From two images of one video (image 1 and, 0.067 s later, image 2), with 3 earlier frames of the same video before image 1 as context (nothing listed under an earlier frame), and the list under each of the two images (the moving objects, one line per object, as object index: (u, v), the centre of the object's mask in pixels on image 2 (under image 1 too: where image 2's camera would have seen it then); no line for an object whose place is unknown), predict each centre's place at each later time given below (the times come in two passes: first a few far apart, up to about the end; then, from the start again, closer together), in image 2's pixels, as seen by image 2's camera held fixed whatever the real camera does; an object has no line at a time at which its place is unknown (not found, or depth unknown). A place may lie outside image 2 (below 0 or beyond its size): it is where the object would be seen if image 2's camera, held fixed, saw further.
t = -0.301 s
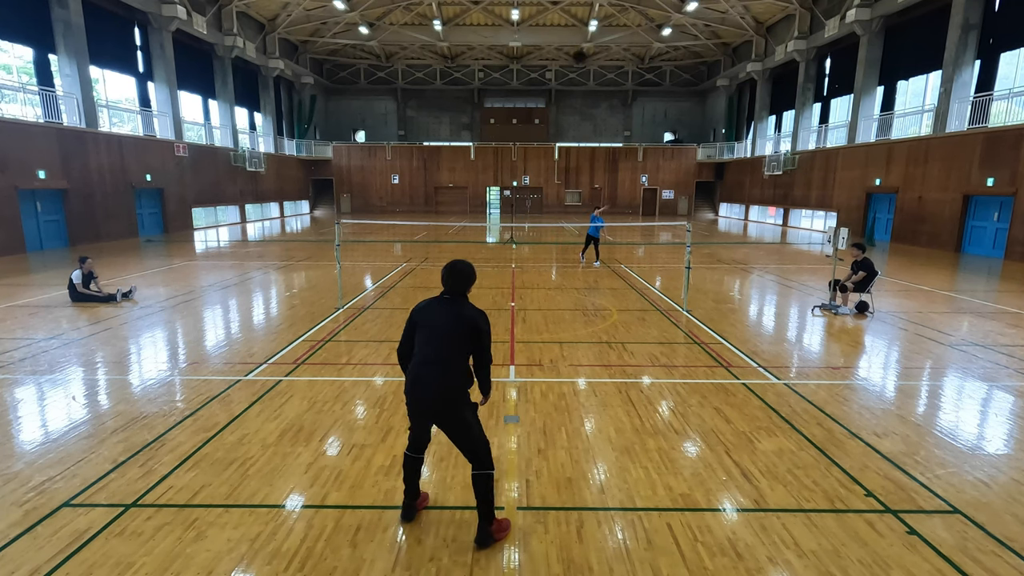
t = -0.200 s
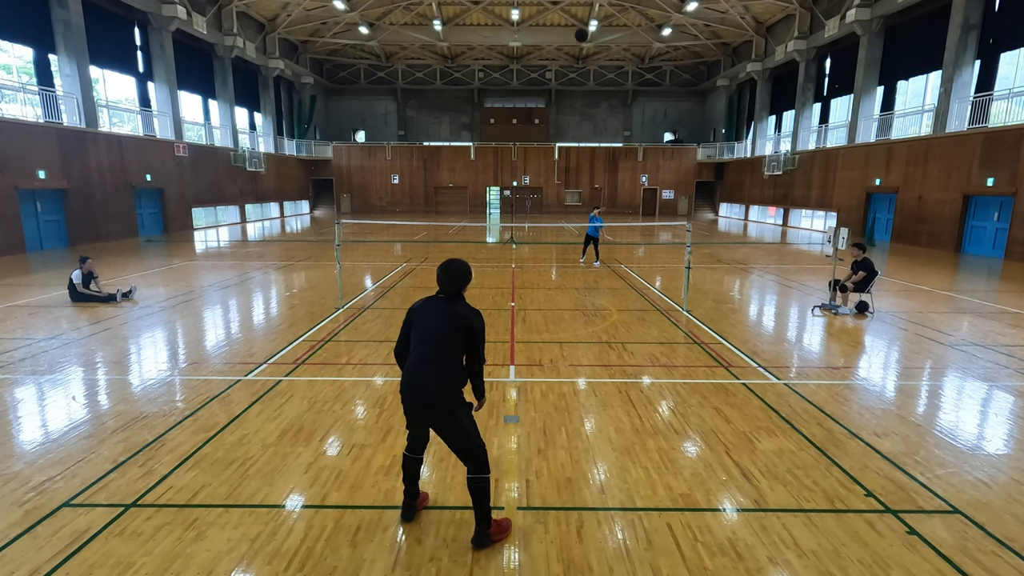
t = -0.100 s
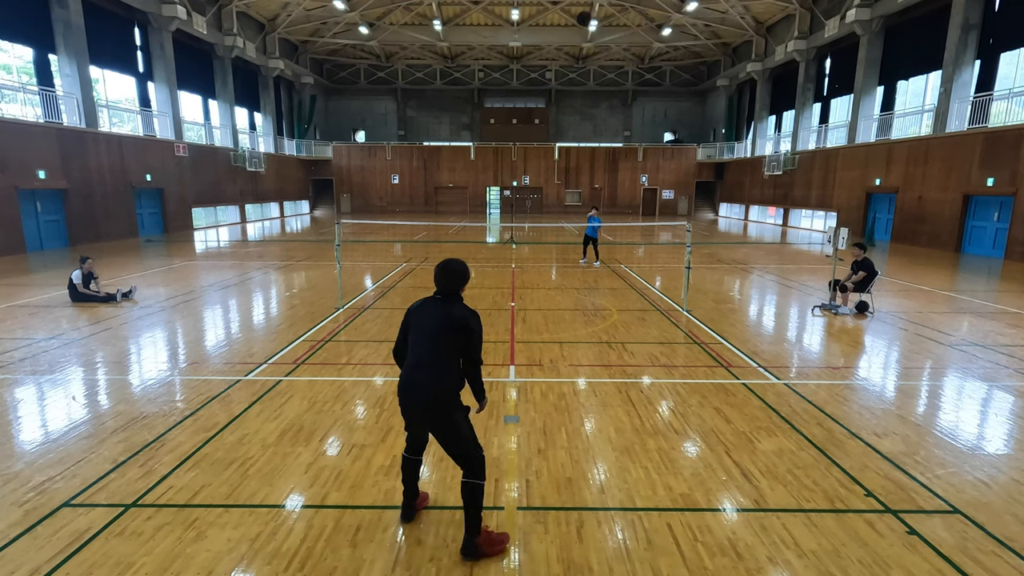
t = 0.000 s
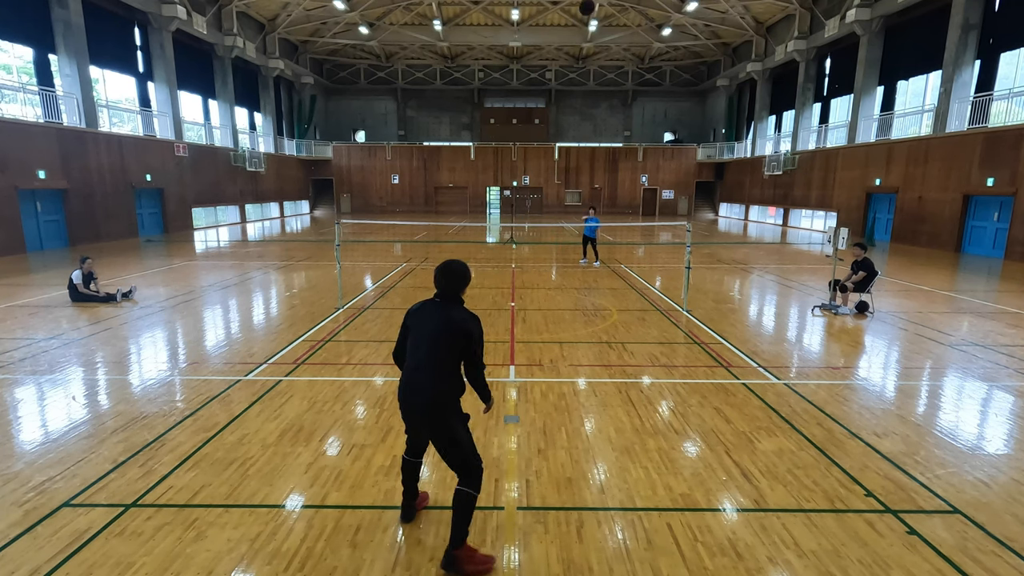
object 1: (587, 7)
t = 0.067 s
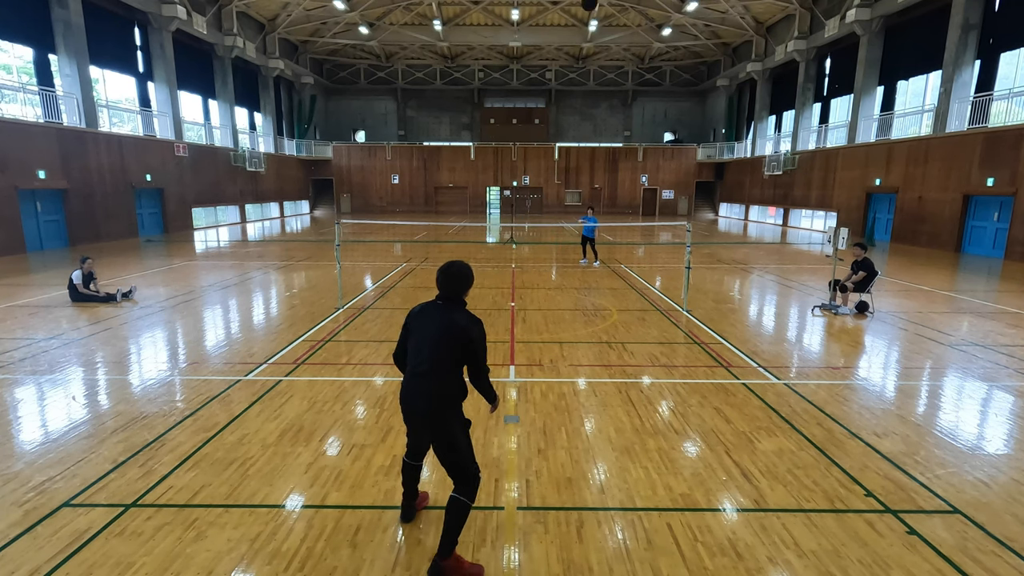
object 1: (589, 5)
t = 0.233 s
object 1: (596, 5)
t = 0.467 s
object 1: (606, 42)
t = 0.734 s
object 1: (623, 155)
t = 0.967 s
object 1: (637, 325)
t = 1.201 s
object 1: (663, 454)
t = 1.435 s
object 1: (718, 392)
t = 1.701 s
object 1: (793, 411)
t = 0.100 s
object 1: (590, 5)
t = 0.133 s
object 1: (592, 4)
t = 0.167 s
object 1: (593, 4)
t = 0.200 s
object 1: (594, 5)
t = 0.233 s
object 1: (596, 5)
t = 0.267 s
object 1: (597, 7)
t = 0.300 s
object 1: (598, 8)
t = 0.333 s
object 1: (600, 11)
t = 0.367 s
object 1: (601, 17)
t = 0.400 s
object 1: (603, 24)
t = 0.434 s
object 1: (604, 32)
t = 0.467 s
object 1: (606, 42)
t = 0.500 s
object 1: (608, 52)
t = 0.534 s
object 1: (610, 62)
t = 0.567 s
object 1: (612, 75)
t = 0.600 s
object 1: (616, 88)
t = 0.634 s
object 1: (617, 104)
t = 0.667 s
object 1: (618, 119)
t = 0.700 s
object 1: (620, 135)
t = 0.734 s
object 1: (623, 155)
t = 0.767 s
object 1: (625, 174)
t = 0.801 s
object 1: (627, 195)
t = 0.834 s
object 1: (628, 218)
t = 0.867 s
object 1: (630, 242)
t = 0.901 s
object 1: (632, 268)
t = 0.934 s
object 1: (634, 295)
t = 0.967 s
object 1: (637, 325)
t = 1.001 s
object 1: (639, 356)
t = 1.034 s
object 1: (641, 390)
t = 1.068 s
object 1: (644, 424)
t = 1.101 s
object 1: (646, 460)
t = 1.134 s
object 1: (650, 484)
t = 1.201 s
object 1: (663, 454)
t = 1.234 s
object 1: (671, 441)
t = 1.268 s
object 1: (678, 429)
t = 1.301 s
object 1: (686, 420)
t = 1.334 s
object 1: (694, 411)
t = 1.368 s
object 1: (702, 403)
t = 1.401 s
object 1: (710, 397)
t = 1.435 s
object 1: (718, 392)
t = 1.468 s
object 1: (727, 387)
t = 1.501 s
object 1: (735, 385)
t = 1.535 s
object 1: (743, 383)
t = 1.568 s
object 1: (753, 384)
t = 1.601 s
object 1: (762, 387)
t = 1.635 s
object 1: (772, 392)
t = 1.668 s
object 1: (783, 400)
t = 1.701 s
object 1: (793, 411)
